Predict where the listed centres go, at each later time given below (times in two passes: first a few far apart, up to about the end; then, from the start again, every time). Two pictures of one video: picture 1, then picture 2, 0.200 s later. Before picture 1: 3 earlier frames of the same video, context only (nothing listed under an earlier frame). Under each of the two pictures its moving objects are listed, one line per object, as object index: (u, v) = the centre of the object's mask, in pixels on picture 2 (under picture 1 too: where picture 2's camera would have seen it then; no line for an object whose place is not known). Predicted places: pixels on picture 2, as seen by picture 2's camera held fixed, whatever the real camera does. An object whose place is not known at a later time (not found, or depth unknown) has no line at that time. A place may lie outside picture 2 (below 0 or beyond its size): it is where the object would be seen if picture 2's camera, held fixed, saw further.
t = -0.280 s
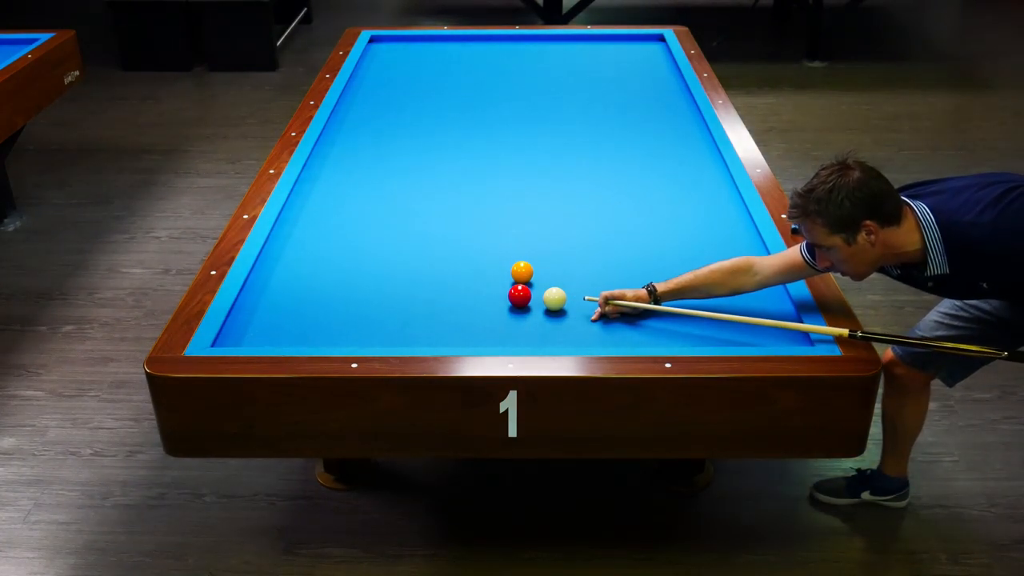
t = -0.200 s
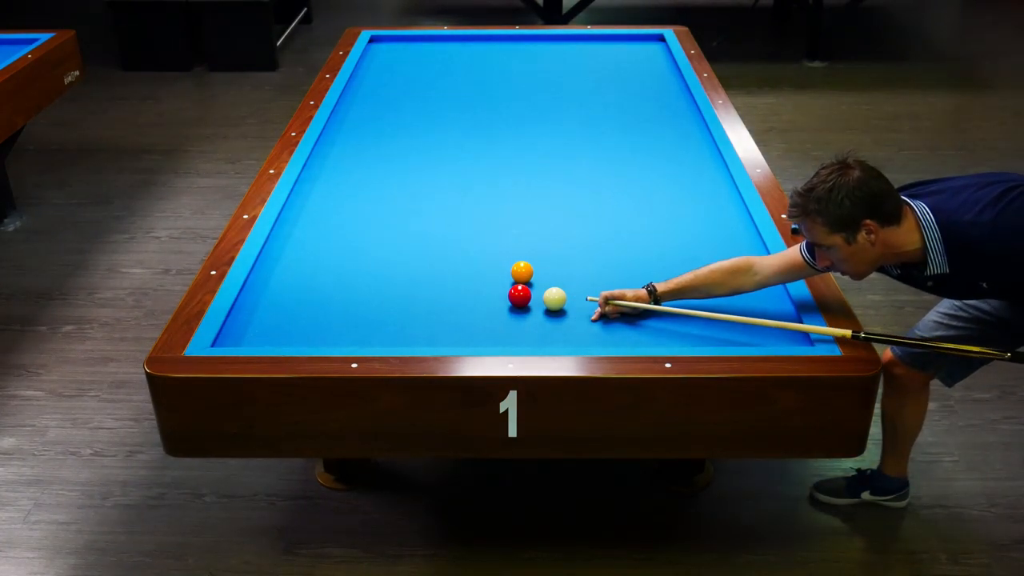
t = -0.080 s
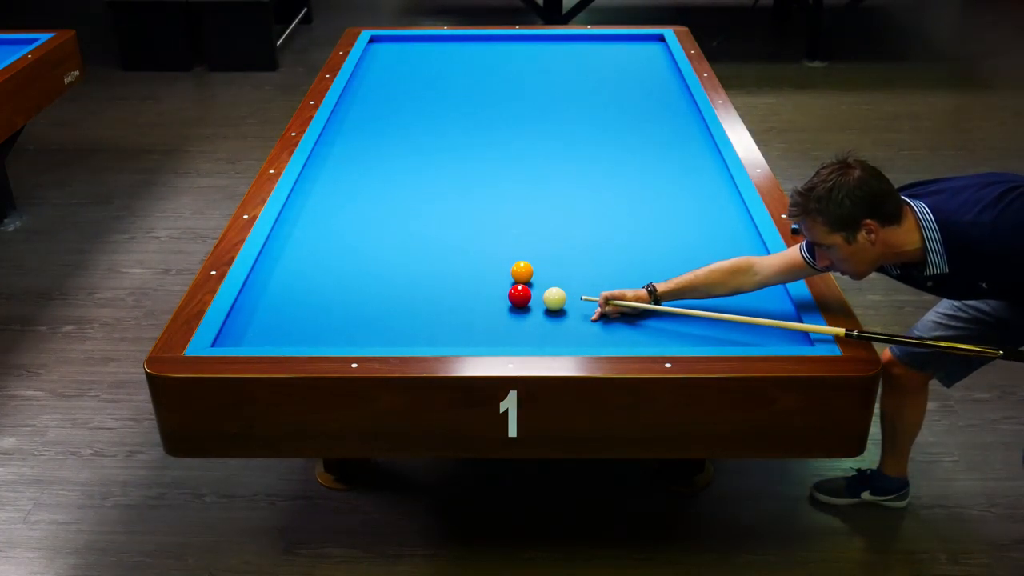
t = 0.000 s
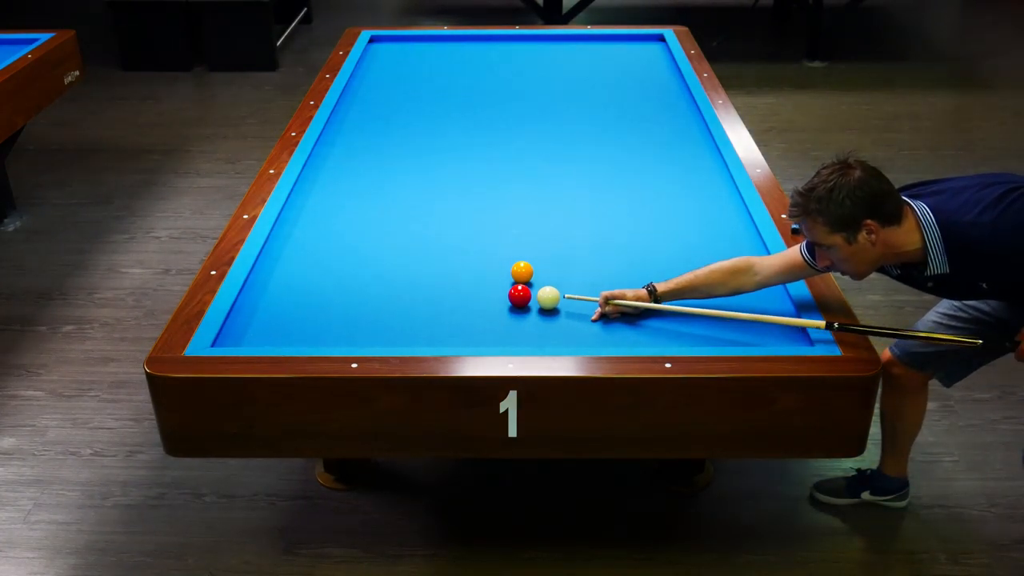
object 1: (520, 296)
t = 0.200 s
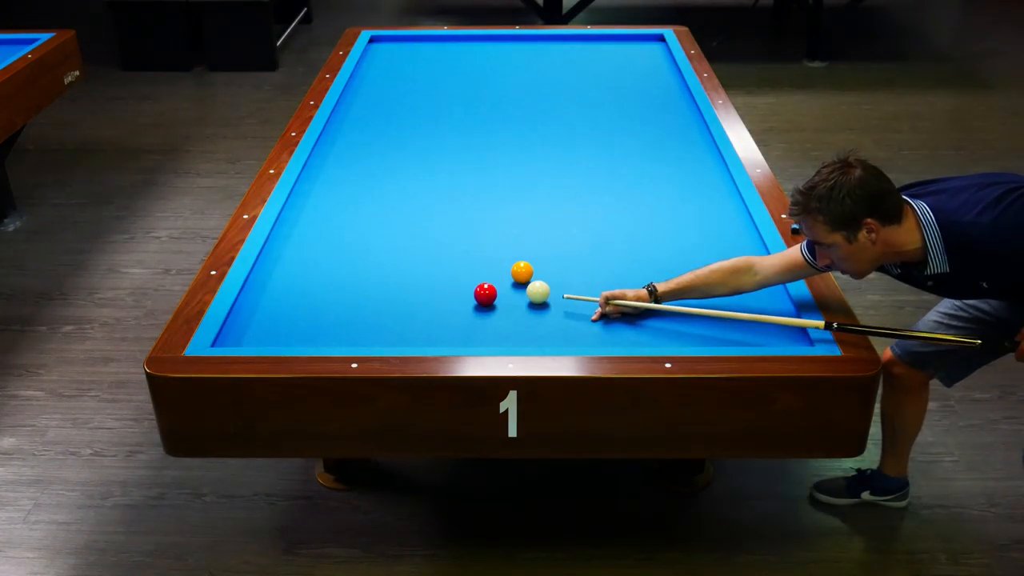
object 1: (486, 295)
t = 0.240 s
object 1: (479, 294)
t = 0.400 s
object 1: (453, 293)
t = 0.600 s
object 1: (422, 291)
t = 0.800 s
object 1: (391, 290)
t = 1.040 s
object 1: (356, 288)
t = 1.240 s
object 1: (328, 287)
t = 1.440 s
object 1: (301, 285)
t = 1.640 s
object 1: (274, 284)
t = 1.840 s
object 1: (259, 282)
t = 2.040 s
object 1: (274, 282)
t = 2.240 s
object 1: (288, 281)
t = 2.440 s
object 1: (302, 280)
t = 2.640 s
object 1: (315, 279)
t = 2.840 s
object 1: (327, 278)
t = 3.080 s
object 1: (341, 277)
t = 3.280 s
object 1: (352, 276)
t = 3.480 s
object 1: (362, 276)
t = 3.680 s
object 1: (371, 275)
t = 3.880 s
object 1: (380, 274)
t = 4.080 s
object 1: (388, 273)
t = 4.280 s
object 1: (395, 273)
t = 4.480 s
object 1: (402, 272)
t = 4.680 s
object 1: (408, 272)
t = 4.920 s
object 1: (415, 271)
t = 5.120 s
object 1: (420, 271)
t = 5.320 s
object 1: (424, 270)
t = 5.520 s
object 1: (428, 270)
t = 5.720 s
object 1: (431, 270)
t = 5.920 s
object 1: (433, 269)
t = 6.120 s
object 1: (435, 269)
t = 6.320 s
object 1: (437, 269)
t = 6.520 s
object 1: (437, 269)
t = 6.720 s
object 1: (437, 269)
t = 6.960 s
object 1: (438, 269)
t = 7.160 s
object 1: (437, 269)
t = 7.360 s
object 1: (437, 269)
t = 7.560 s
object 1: (437, 270)
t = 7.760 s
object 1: (437, 270)
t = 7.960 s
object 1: (437, 270)
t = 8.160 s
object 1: (437, 270)
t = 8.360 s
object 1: (437, 270)
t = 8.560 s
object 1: (437, 270)
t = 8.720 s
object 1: (437, 270)
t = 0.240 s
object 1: (479, 294)
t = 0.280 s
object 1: (472, 293)
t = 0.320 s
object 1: (466, 293)
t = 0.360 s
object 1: (459, 293)
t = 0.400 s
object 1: (453, 293)
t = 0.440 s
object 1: (447, 292)
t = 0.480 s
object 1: (440, 292)
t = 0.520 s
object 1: (434, 292)
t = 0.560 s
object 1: (428, 291)
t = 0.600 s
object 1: (422, 291)
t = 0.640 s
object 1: (416, 291)
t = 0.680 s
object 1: (409, 291)
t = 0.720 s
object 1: (403, 290)
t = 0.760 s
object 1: (397, 290)
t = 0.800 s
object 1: (391, 290)
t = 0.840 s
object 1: (385, 290)
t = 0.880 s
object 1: (380, 289)
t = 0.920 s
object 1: (374, 289)
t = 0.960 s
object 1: (368, 289)
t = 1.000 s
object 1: (362, 288)
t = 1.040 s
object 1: (356, 288)
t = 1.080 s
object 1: (350, 288)
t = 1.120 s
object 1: (345, 287)
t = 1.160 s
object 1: (339, 287)
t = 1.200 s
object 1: (334, 287)
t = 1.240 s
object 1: (328, 287)
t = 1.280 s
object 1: (322, 286)
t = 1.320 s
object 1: (317, 286)
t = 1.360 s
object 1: (311, 286)
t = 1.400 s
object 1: (306, 286)
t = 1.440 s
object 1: (301, 285)
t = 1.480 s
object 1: (295, 285)
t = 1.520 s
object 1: (290, 285)
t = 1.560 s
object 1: (285, 284)
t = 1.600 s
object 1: (279, 284)
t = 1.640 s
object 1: (274, 284)
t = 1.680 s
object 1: (269, 284)
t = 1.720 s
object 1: (264, 283)
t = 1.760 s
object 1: (259, 283)
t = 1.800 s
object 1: (255, 283)
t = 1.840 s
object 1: (259, 282)
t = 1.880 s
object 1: (262, 282)
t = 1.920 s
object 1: (265, 282)
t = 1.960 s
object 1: (268, 282)
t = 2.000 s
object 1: (271, 282)
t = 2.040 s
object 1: (274, 282)
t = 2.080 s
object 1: (277, 281)
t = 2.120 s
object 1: (280, 281)
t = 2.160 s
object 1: (282, 281)
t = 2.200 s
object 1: (285, 281)
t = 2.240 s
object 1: (288, 281)
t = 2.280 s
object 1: (291, 281)
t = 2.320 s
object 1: (294, 280)
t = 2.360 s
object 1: (297, 280)
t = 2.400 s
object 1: (299, 280)
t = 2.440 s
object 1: (302, 280)
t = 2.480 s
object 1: (304, 280)
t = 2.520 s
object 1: (307, 280)
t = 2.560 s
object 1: (310, 279)
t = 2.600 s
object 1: (312, 279)
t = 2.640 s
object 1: (315, 279)
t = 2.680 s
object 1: (317, 279)
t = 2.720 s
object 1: (320, 278)
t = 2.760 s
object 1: (322, 278)
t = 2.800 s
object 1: (325, 278)
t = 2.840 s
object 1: (327, 278)
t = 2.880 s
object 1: (329, 278)
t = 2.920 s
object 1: (332, 278)
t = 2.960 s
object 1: (334, 278)
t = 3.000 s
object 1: (336, 277)
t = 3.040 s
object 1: (339, 277)
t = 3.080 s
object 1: (341, 277)
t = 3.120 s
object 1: (343, 277)
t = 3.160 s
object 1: (345, 277)
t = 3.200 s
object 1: (347, 277)
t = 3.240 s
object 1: (349, 277)
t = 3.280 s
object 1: (352, 276)
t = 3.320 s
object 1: (354, 276)
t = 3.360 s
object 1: (356, 276)
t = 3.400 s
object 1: (358, 276)
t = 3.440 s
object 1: (360, 276)
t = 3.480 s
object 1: (362, 276)
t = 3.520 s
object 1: (364, 275)
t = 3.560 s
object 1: (365, 275)
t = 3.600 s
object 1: (367, 275)
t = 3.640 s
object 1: (369, 275)
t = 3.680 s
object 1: (371, 275)
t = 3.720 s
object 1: (373, 275)
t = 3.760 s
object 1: (375, 274)
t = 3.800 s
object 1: (376, 274)
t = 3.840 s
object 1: (378, 274)
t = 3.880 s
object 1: (380, 274)
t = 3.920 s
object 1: (381, 274)
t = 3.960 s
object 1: (383, 274)
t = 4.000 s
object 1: (385, 274)
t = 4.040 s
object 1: (386, 273)
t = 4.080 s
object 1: (388, 273)
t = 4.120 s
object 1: (389, 273)
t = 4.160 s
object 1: (391, 273)
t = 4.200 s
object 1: (392, 273)
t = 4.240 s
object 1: (394, 273)
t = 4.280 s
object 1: (395, 273)
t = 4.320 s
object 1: (397, 273)
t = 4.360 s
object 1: (398, 273)
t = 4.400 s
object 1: (399, 273)
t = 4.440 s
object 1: (401, 272)
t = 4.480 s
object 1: (402, 272)
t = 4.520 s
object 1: (403, 272)
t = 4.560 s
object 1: (405, 272)
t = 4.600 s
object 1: (406, 272)
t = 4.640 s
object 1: (407, 272)
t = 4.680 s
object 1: (408, 272)
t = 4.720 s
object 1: (410, 272)
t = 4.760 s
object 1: (411, 272)
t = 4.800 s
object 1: (412, 272)
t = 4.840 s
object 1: (413, 272)
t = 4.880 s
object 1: (414, 272)
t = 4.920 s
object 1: (415, 271)
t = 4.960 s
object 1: (416, 271)
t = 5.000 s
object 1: (417, 271)
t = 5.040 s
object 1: (418, 271)
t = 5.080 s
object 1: (419, 271)
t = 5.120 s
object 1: (420, 271)
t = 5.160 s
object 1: (421, 271)
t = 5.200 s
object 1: (421, 271)
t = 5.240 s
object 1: (422, 271)
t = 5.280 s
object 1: (423, 271)
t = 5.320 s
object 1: (424, 270)
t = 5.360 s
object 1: (425, 270)
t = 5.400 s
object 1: (425, 270)
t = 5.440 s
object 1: (426, 270)
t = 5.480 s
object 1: (427, 270)
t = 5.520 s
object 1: (428, 270)
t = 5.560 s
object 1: (428, 270)
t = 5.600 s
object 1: (429, 270)
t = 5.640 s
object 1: (430, 270)
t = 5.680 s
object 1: (430, 270)
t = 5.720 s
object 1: (431, 270)
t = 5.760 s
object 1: (431, 270)
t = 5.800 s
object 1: (432, 270)
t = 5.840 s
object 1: (432, 270)
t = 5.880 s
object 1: (433, 269)
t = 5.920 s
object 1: (433, 269)
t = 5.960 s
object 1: (434, 269)
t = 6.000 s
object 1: (434, 269)
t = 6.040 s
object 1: (434, 269)
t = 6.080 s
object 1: (435, 269)
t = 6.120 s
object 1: (435, 269)
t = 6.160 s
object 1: (436, 269)
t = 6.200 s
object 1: (436, 269)
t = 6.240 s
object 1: (436, 269)
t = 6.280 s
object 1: (436, 269)
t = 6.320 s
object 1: (437, 269)
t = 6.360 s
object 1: (437, 269)
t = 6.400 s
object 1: (437, 269)
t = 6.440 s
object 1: (437, 269)
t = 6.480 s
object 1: (437, 269)
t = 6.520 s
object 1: (437, 269)
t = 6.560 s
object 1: (437, 269)
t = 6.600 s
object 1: (437, 269)
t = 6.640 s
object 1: (438, 269)
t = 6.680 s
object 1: (437, 269)
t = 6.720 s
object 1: (437, 269)
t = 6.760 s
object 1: (437, 269)
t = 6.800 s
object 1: (437, 269)
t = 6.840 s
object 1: (437, 269)
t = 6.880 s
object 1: (437, 269)
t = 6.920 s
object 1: (437, 269)
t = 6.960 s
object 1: (438, 269)
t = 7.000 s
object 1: (437, 269)
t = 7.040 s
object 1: (438, 269)
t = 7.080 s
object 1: (437, 269)
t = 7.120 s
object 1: (437, 269)
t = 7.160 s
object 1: (437, 269)
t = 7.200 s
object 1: (437, 269)
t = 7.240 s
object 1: (437, 269)
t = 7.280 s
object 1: (437, 269)
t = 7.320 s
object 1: (437, 269)
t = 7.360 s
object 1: (437, 269)
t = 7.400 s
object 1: (437, 269)
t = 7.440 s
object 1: (437, 270)
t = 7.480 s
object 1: (437, 270)
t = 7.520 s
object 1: (437, 270)
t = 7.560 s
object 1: (437, 270)
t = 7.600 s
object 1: (437, 270)
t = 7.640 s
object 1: (437, 270)
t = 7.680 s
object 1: (437, 270)
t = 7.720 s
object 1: (437, 270)
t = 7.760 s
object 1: (437, 270)
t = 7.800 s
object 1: (437, 270)
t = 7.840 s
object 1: (437, 270)
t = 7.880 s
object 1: (437, 269)
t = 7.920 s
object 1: (437, 270)
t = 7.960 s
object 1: (437, 270)
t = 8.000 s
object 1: (437, 269)
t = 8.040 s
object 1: (437, 270)
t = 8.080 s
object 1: (437, 269)
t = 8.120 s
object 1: (437, 269)
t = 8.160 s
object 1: (437, 270)
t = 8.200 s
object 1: (437, 270)
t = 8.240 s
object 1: (437, 270)
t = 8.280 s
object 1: (437, 270)
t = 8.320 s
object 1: (437, 270)
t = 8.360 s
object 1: (437, 270)
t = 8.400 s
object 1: (437, 270)
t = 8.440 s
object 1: (437, 270)
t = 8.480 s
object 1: (437, 270)
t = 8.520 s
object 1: (437, 270)
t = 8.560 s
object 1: (437, 270)
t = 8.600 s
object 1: (437, 270)
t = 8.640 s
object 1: (437, 270)
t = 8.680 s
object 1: (437, 270)
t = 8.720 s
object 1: (437, 270)
